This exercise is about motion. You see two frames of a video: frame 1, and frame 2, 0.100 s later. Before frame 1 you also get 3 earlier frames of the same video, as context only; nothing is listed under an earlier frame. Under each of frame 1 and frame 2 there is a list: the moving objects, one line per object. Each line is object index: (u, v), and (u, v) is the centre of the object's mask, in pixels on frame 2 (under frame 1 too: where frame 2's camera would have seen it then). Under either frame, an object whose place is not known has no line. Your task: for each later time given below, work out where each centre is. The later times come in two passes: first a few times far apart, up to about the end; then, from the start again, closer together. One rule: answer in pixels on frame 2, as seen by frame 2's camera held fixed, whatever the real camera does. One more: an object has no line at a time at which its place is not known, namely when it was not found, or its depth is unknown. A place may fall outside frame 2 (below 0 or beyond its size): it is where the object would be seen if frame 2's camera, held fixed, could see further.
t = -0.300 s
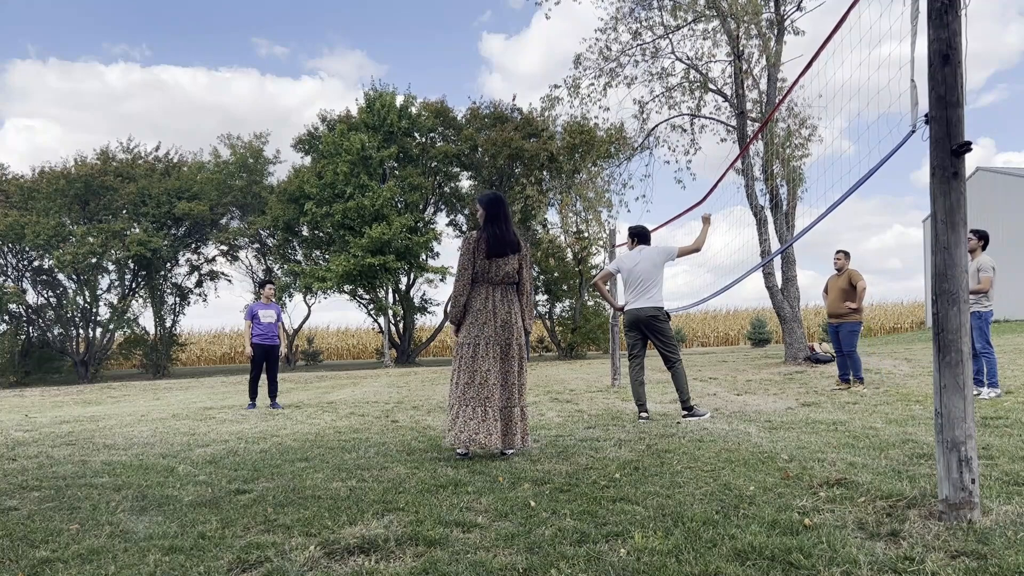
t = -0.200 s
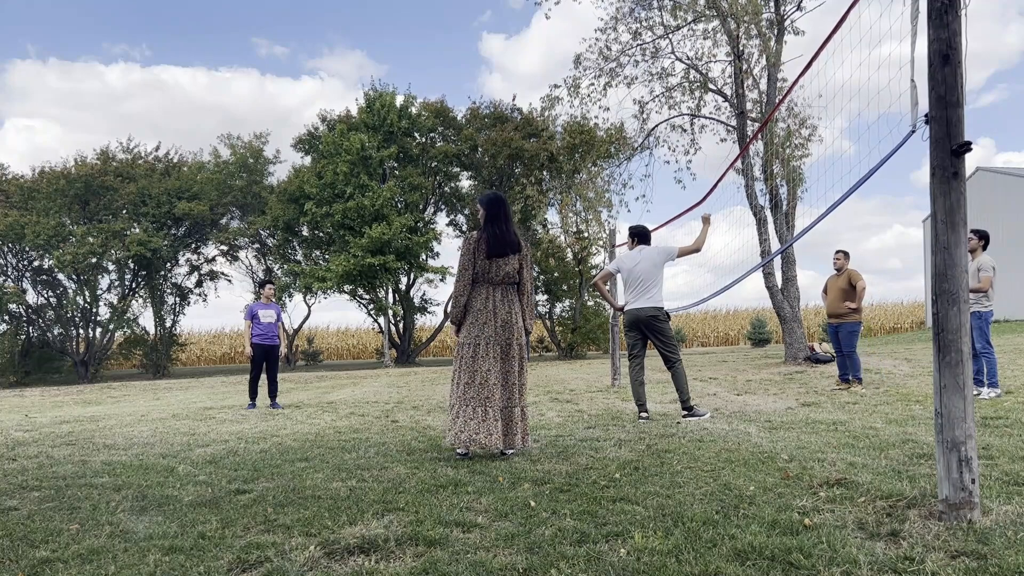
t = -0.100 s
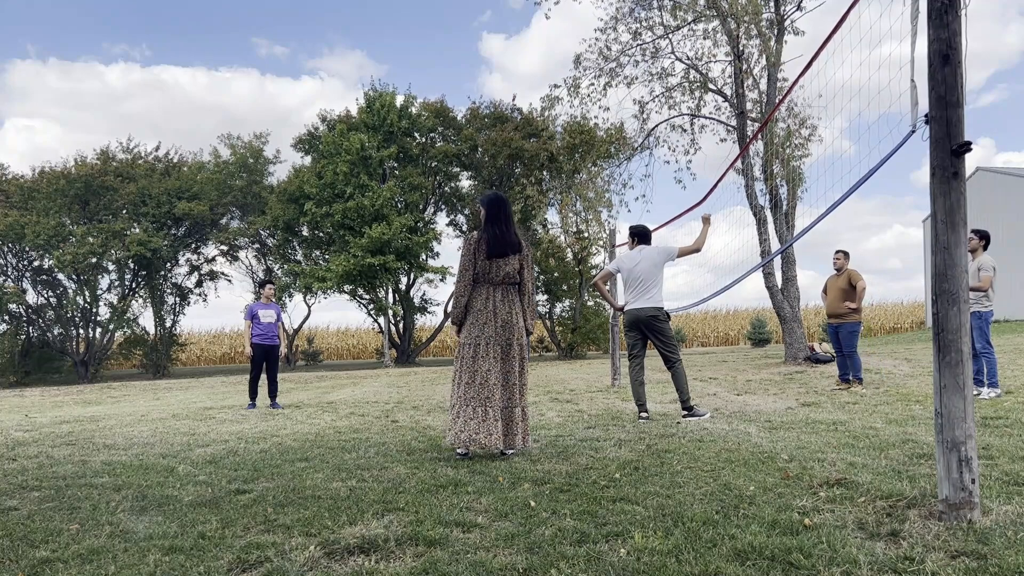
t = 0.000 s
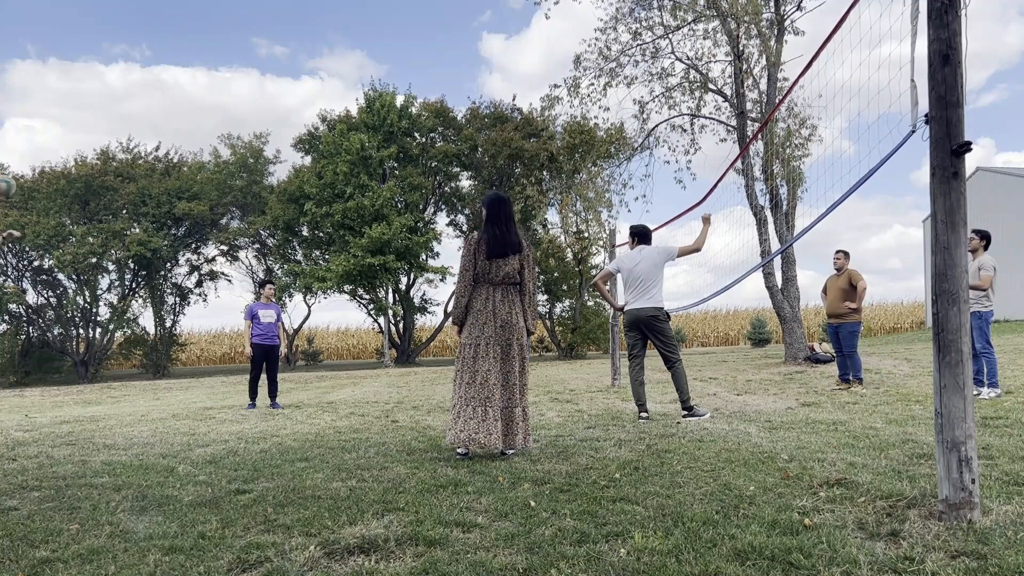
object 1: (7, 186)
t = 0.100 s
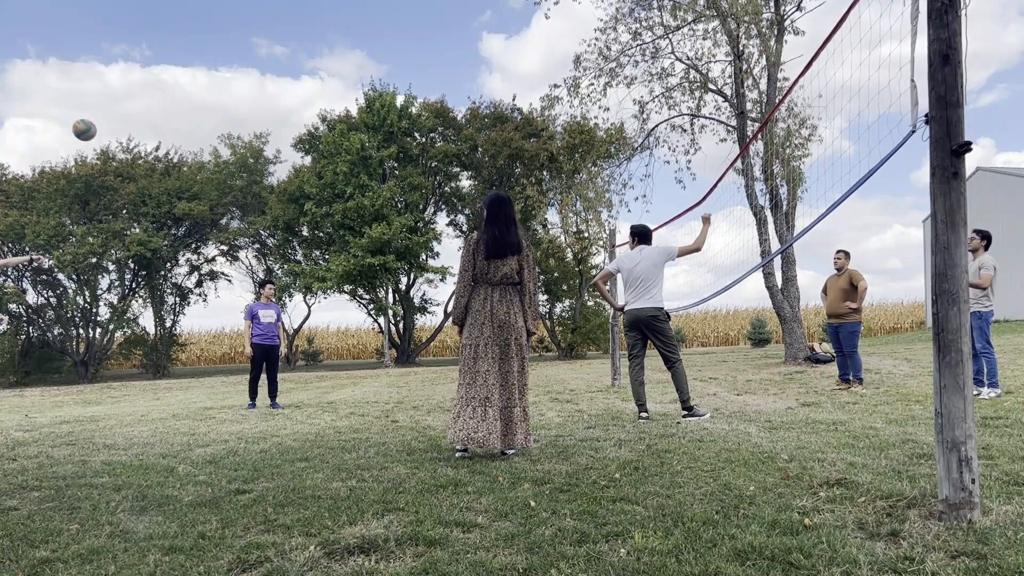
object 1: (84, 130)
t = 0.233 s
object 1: (186, 73)
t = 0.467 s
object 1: (349, 18)
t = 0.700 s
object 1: (496, 15)
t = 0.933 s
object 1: (632, 59)
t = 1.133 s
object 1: (743, 129)
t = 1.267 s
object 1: (814, 198)
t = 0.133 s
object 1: (111, 114)
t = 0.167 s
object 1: (136, 99)
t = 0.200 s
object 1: (161, 85)
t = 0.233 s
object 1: (186, 73)
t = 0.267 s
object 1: (210, 62)
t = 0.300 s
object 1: (234, 52)
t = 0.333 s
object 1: (257, 43)
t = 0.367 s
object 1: (281, 35)
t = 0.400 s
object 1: (303, 28)
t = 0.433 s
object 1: (326, 23)
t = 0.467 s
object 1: (349, 18)
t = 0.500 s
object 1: (370, 14)
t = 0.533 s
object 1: (392, 12)
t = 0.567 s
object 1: (413, 11)
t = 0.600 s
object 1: (434, 10)
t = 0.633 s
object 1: (455, 10)
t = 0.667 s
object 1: (475, 12)
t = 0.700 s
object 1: (496, 15)
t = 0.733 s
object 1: (516, 18)
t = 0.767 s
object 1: (536, 23)
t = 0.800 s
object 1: (556, 27)
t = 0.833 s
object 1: (575, 34)
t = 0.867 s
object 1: (594, 42)
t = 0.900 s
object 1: (613, 50)
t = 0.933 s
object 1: (632, 59)
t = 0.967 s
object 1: (650, 70)
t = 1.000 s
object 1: (670, 80)
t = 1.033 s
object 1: (689, 91)
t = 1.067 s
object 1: (707, 103)
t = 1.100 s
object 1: (724, 116)
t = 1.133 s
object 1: (743, 129)
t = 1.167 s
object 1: (760, 146)
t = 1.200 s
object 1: (778, 162)
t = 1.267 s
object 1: (814, 198)
